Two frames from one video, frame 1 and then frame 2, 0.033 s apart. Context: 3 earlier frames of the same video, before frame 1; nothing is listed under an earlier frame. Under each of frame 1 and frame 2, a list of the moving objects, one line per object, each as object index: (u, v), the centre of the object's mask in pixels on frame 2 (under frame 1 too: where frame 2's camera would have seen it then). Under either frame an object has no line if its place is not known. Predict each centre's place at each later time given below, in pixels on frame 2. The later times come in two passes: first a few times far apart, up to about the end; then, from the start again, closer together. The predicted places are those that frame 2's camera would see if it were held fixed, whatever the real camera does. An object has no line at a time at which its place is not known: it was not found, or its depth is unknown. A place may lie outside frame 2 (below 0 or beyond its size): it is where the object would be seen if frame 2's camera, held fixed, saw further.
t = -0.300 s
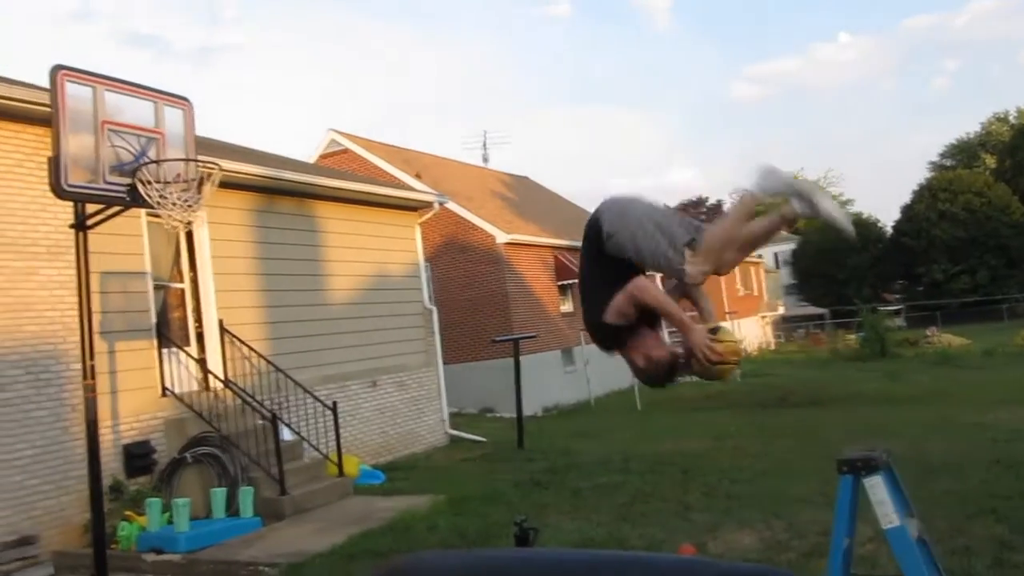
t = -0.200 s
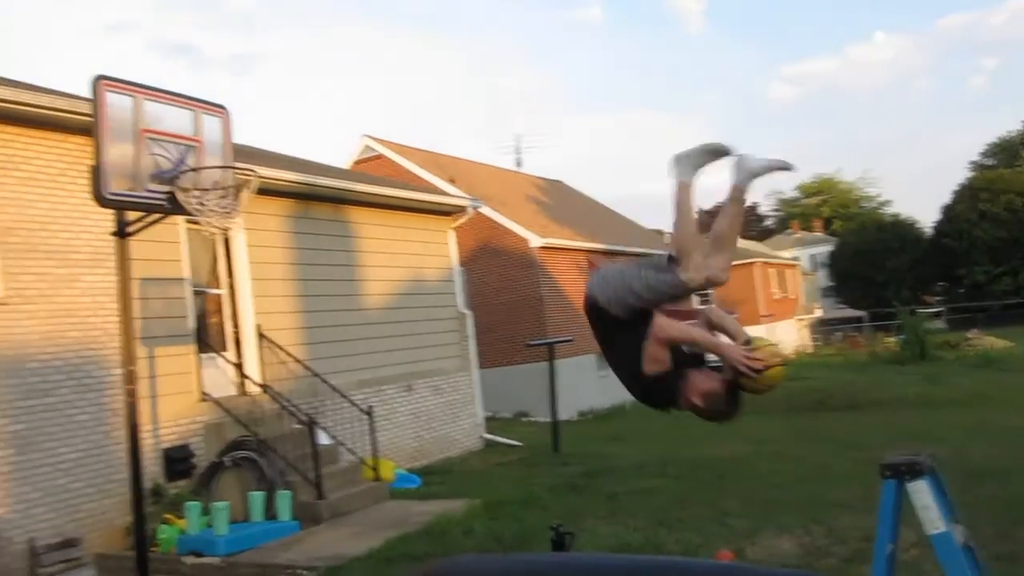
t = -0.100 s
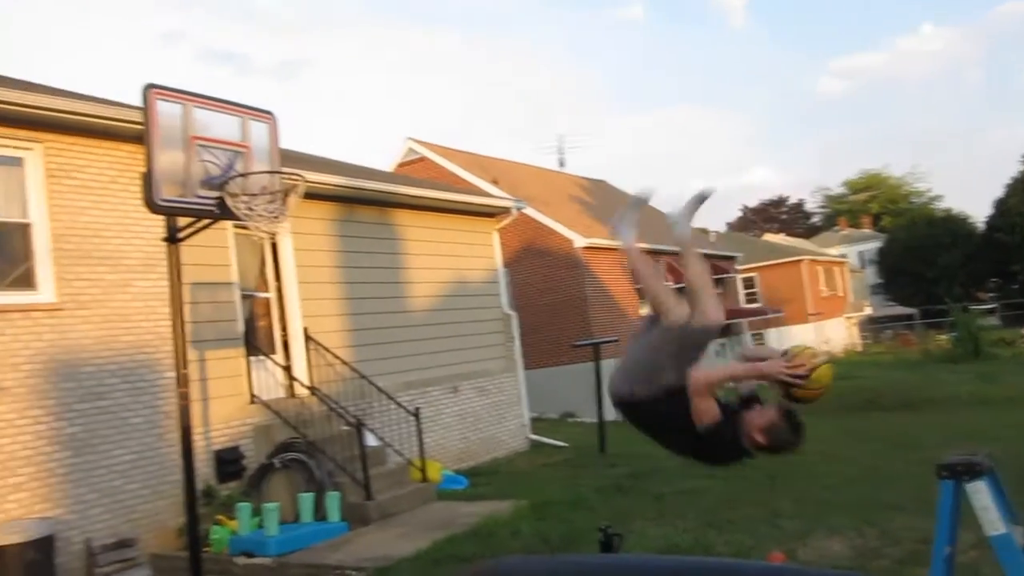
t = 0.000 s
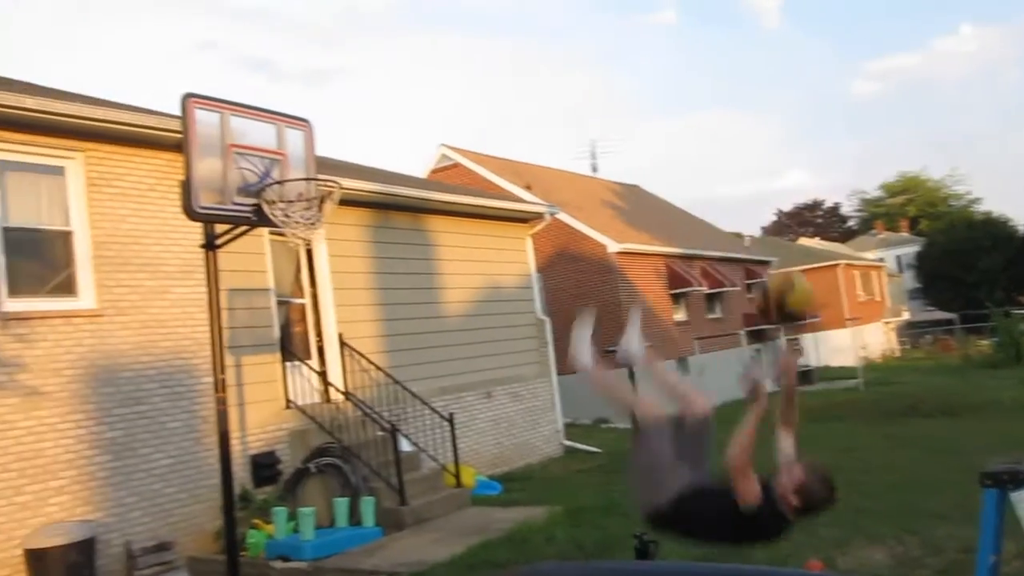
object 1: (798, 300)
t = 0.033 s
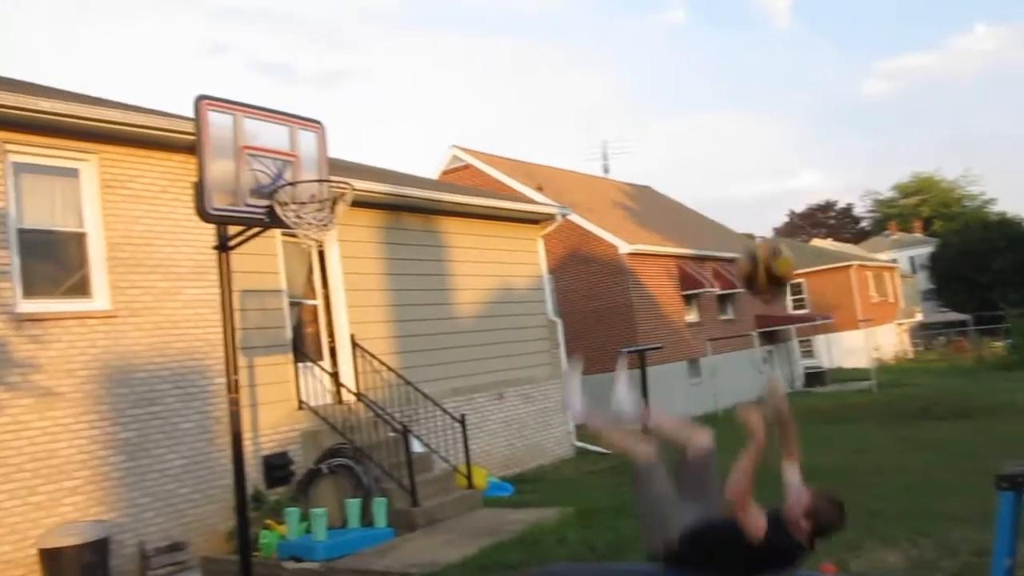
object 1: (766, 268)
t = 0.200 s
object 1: (625, 161)
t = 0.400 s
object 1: (487, 124)
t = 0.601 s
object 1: (367, 172)
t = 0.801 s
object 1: (266, 296)
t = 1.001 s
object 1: (178, 494)
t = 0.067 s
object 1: (737, 241)
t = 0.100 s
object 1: (707, 217)
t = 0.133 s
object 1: (679, 196)
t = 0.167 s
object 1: (652, 177)
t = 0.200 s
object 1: (625, 161)
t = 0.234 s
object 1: (602, 149)
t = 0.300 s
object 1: (553, 131)
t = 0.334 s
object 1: (530, 126)
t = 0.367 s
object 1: (507, 124)
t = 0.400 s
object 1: (487, 124)
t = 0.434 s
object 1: (466, 127)
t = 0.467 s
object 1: (445, 131)
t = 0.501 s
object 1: (425, 137)
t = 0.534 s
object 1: (406, 147)
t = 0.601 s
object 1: (367, 172)
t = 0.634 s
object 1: (350, 186)
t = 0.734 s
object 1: (299, 246)
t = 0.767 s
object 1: (285, 269)
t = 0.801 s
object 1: (266, 296)
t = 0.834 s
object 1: (250, 324)
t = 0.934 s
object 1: (206, 420)
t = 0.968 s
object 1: (192, 456)
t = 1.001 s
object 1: (178, 494)
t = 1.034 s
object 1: (164, 532)
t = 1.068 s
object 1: (151, 572)
